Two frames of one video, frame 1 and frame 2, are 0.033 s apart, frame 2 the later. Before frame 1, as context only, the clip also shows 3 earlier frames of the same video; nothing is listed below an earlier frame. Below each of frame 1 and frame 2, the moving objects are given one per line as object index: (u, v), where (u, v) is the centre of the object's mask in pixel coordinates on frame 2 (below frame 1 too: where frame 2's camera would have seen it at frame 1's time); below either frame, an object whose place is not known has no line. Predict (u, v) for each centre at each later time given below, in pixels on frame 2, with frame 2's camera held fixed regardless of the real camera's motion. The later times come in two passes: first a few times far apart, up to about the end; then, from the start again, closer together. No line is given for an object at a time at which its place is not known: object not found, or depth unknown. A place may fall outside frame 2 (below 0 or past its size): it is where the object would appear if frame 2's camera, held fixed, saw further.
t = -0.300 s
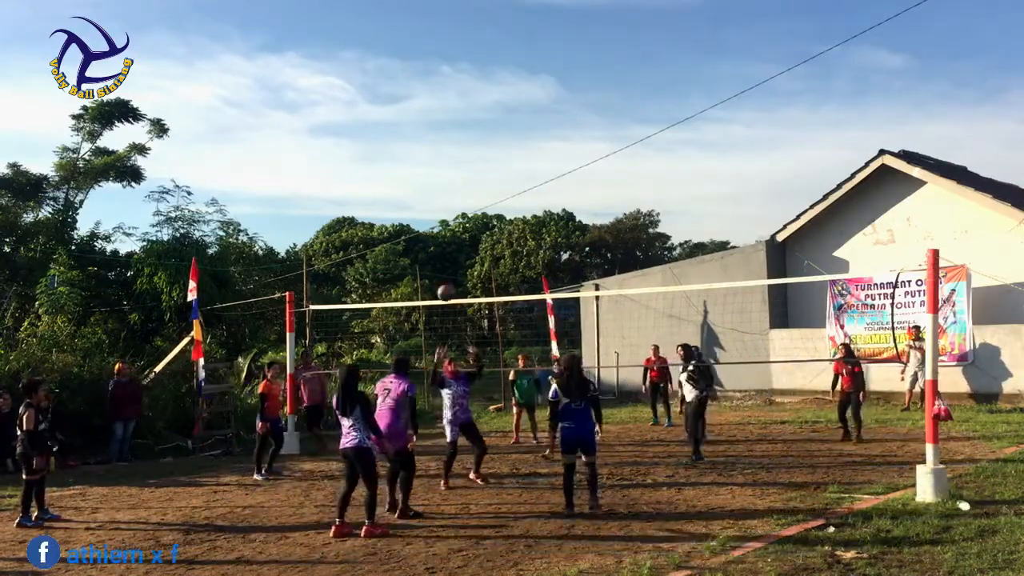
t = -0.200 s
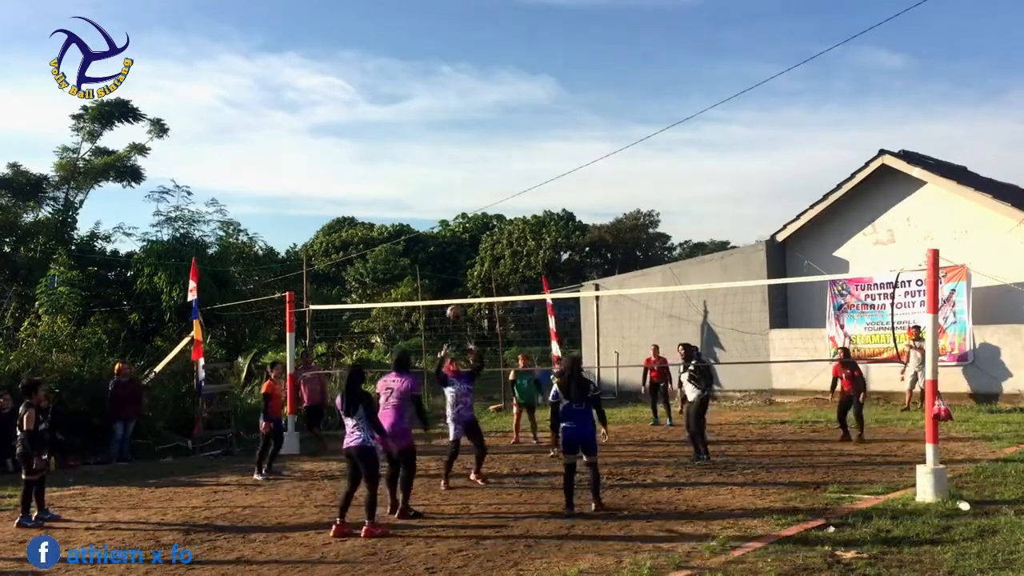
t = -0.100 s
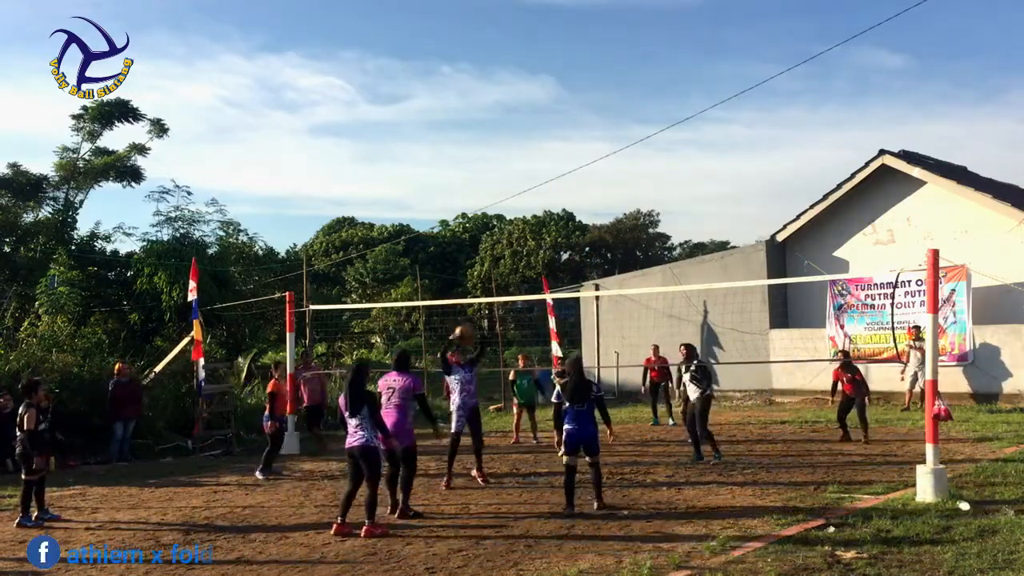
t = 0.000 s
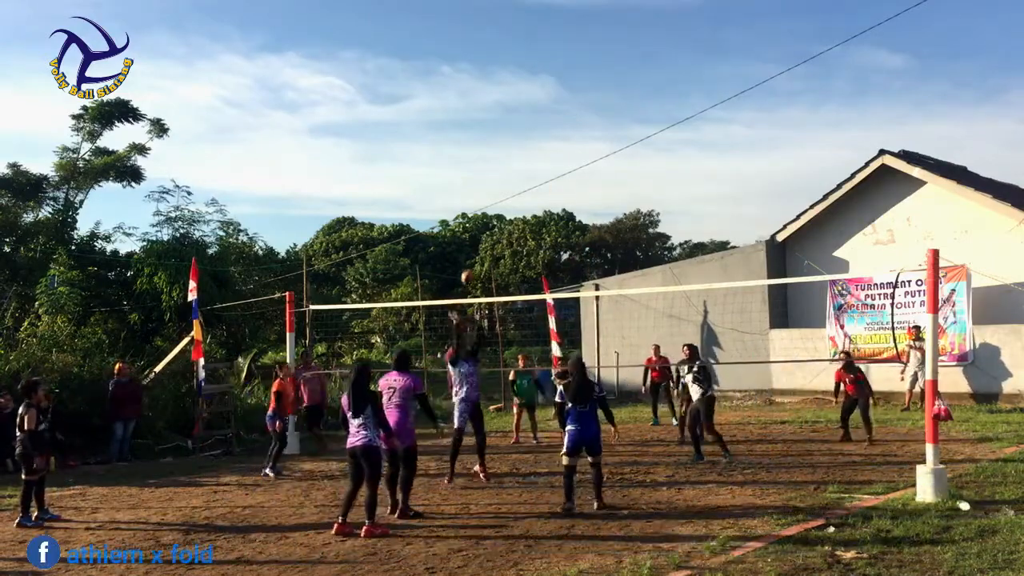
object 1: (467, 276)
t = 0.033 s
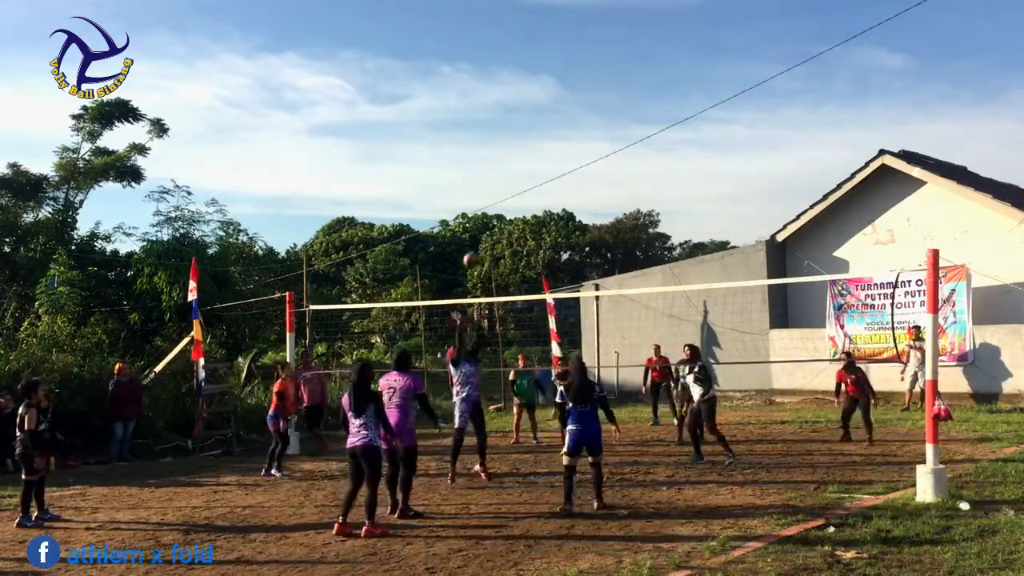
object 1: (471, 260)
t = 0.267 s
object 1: (489, 162)
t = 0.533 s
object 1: (511, 105)
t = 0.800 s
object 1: (534, 102)
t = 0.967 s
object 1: (550, 129)
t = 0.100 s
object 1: (477, 225)
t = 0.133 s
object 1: (479, 212)
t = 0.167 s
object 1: (482, 199)
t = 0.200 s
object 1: (484, 186)
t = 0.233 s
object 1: (486, 174)
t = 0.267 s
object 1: (489, 162)
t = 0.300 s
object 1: (492, 152)
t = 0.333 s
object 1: (494, 143)
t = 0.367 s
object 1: (497, 134)
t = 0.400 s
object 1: (500, 127)
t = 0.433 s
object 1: (502, 120)
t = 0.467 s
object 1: (505, 114)
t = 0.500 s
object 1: (508, 109)
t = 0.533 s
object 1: (511, 105)
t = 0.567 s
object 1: (514, 101)
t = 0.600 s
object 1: (517, 99)
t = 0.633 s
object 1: (520, 97)
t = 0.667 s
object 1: (522, 97)
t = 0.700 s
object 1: (525, 97)
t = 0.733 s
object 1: (529, 98)
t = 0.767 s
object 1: (531, 100)
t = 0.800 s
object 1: (534, 102)
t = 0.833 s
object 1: (537, 106)
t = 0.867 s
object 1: (541, 111)
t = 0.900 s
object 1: (544, 116)
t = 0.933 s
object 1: (547, 122)
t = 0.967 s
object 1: (550, 129)
